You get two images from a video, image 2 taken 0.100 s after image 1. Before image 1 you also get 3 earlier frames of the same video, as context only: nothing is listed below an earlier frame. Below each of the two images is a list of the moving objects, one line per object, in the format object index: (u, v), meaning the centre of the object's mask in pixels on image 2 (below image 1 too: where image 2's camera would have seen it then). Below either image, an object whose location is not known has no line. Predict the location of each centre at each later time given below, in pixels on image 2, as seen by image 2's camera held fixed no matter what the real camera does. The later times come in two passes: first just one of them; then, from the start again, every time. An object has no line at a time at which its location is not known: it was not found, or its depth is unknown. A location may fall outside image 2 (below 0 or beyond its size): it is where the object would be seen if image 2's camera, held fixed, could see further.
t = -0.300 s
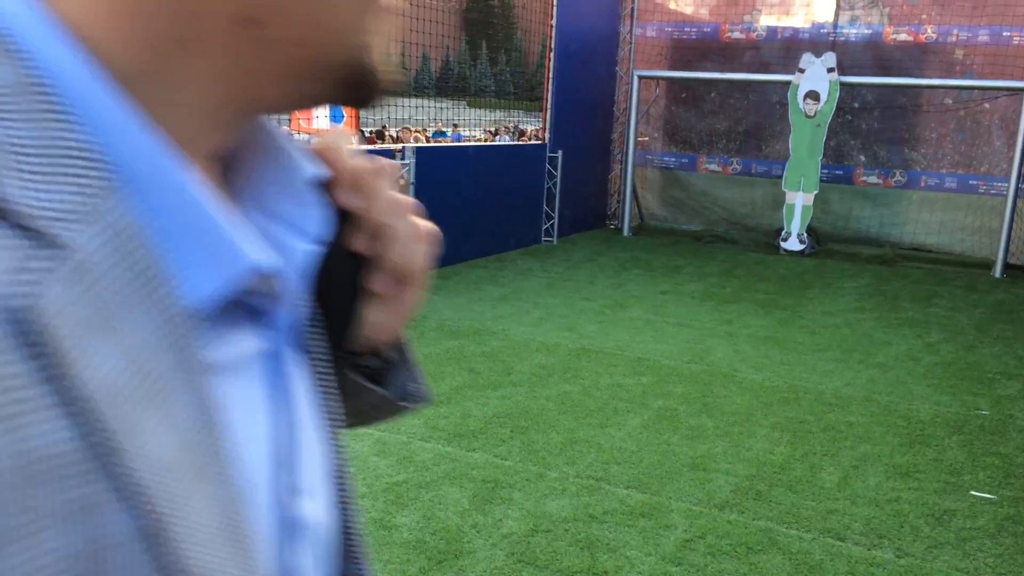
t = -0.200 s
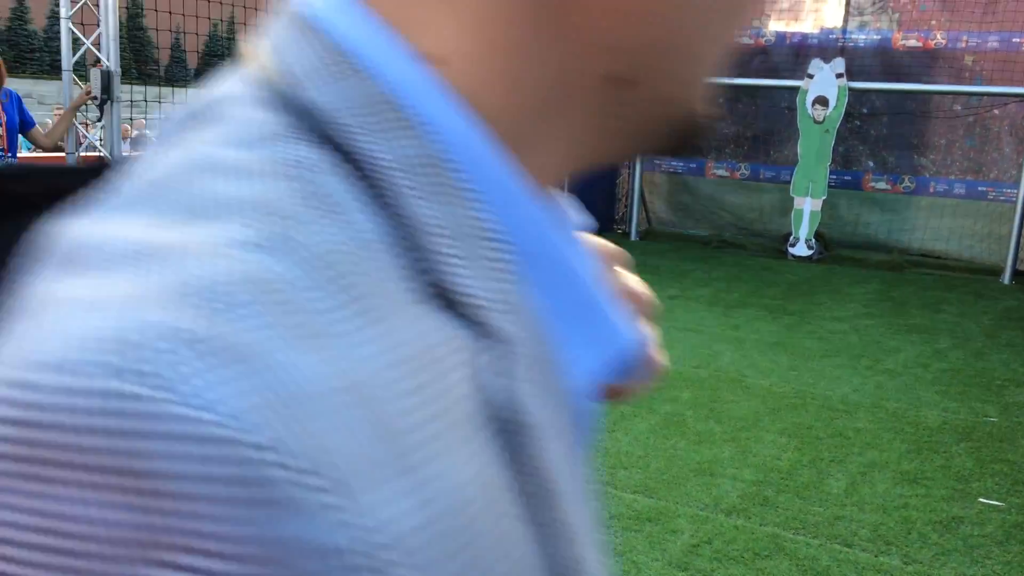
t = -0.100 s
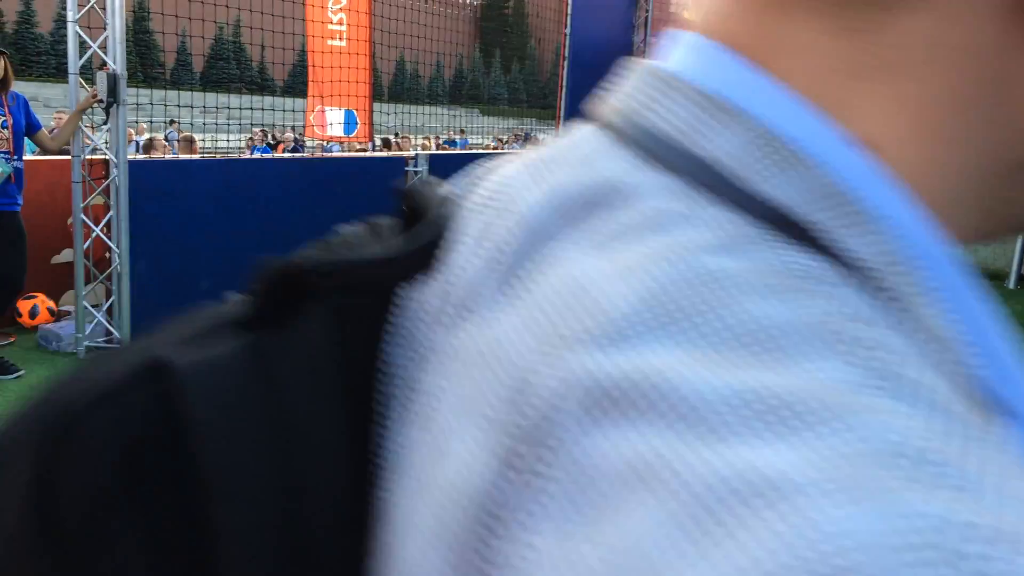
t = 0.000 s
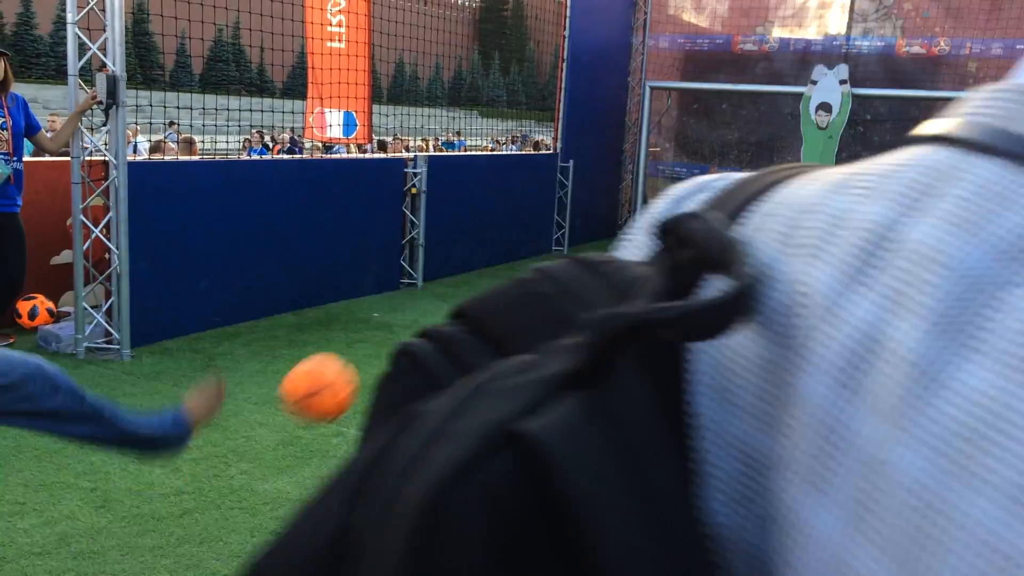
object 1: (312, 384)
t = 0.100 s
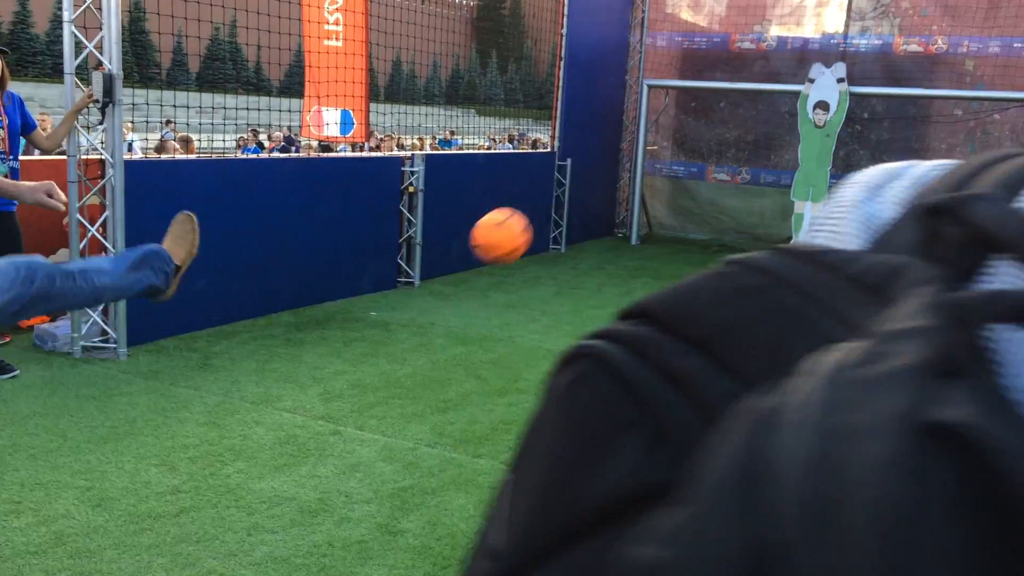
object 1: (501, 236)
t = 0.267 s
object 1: (680, 114)
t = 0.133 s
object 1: (547, 202)
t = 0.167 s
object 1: (588, 174)
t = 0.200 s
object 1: (622, 150)
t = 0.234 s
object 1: (654, 130)
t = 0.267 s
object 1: (680, 114)
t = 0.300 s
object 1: (704, 101)
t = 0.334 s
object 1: (725, 91)
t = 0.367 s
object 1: (743, 83)
